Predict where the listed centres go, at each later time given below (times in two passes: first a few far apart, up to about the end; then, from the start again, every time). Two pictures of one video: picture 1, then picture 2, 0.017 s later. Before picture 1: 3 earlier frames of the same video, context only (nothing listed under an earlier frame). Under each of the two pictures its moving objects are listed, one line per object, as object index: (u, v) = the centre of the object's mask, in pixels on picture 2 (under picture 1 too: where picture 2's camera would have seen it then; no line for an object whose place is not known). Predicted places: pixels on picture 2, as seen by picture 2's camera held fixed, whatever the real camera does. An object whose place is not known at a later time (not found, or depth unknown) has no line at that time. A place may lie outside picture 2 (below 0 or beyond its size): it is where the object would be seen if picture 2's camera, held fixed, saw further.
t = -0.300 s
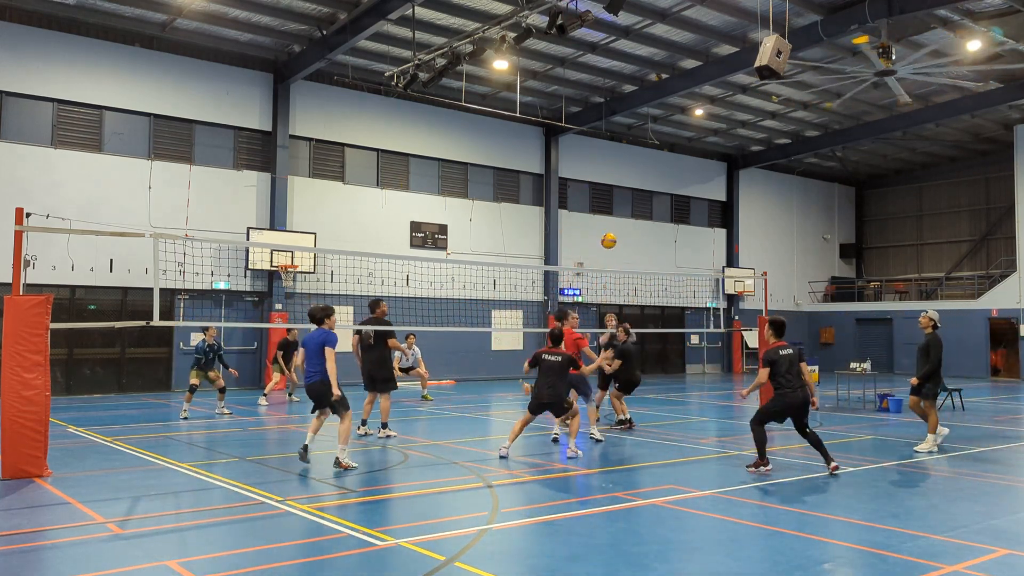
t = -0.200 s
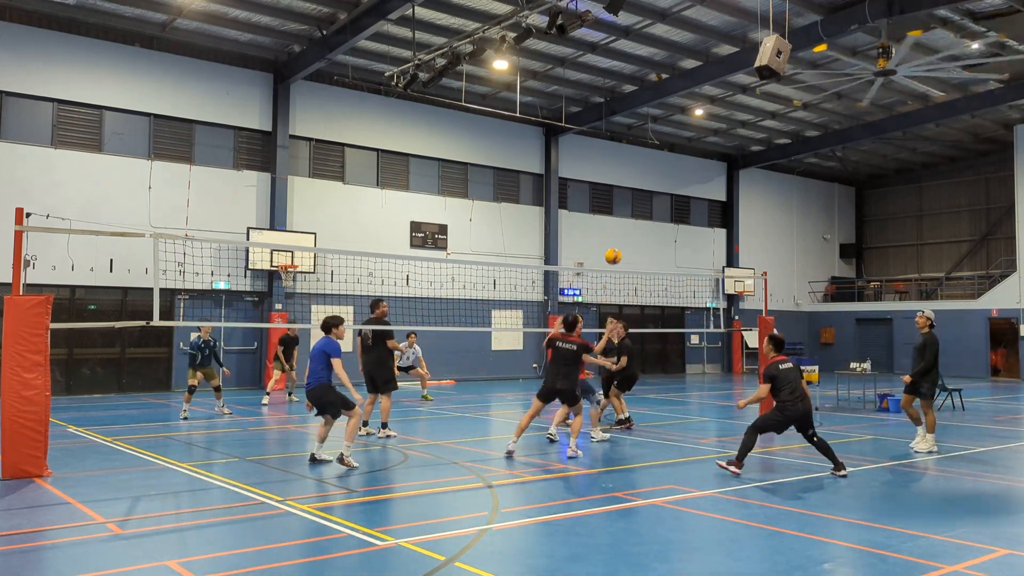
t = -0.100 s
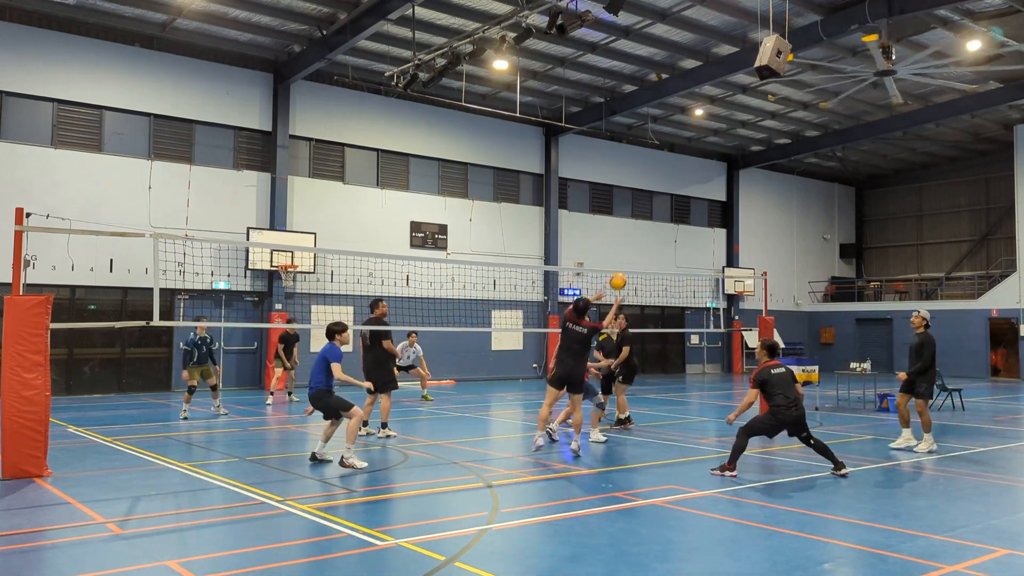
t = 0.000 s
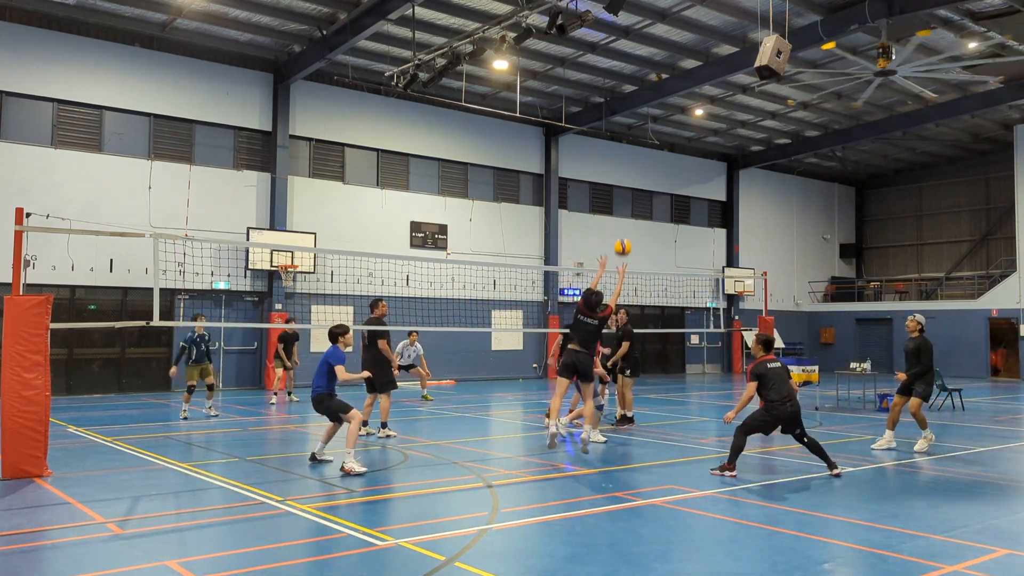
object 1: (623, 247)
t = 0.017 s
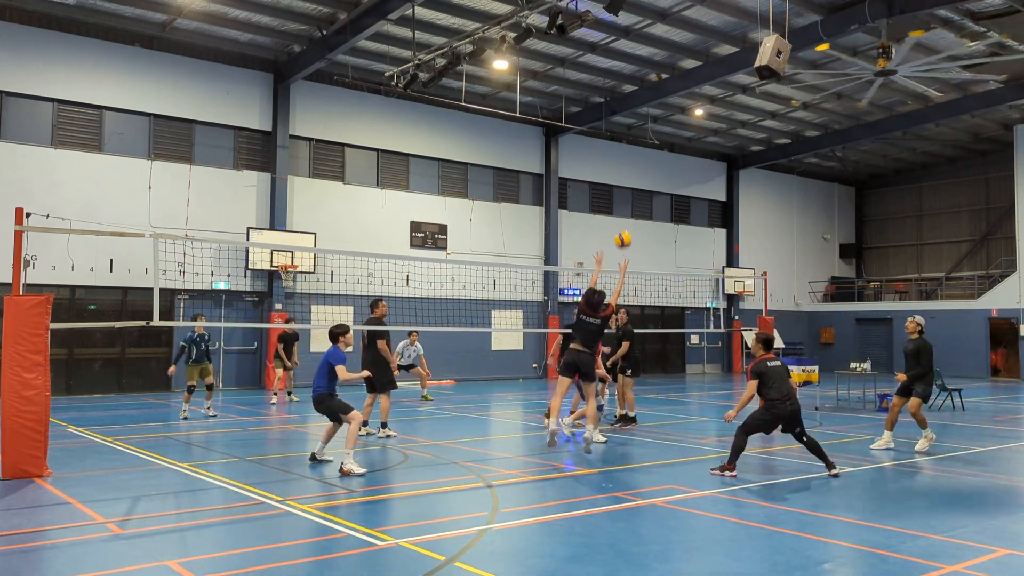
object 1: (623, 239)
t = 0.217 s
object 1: (629, 162)
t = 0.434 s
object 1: (635, 116)
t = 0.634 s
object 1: (640, 107)
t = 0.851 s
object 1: (645, 130)
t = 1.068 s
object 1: (650, 189)
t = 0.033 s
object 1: (624, 232)
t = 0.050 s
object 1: (624, 224)
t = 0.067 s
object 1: (625, 217)
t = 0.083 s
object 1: (625, 210)
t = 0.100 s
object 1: (626, 203)
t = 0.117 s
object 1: (626, 197)
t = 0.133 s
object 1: (627, 191)
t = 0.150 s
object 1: (627, 184)
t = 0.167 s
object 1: (628, 179)
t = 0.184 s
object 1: (628, 173)
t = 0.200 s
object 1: (629, 167)
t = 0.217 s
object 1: (629, 162)
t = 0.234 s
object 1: (630, 157)
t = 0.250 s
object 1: (630, 153)
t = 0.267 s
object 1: (630, 148)
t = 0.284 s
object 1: (631, 144)
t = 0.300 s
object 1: (631, 140)
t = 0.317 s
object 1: (632, 136)
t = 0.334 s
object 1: (632, 134)
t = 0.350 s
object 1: (633, 130)
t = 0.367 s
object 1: (633, 127)
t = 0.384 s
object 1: (634, 124)
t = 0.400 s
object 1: (634, 121)
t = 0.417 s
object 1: (634, 119)
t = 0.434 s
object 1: (635, 116)
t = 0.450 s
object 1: (635, 114)
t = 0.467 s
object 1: (636, 112)
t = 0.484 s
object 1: (636, 111)
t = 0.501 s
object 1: (637, 110)
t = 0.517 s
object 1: (637, 108)
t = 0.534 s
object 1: (637, 108)
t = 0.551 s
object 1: (638, 107)
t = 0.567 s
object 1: (638, 107)
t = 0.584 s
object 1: (638, 106)
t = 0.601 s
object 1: (639, 106)
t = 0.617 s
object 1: (639, 106)
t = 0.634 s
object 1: (640, 107)
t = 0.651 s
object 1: (640, 107)
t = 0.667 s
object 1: (640, 108)
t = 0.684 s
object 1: (641, 109)
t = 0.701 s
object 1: (641, 110)
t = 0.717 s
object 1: (641, 112)
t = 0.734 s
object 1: (642, 113)
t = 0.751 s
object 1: (642, 115)
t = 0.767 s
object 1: (643, 117)
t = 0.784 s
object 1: (643, 119)
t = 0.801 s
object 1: (643, 122)
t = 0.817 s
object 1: (644, 124)
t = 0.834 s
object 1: (644, 127)
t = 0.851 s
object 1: (645, 130)
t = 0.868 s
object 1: (645, 133)
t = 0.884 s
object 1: (645, 137)
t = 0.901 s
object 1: (646, 141)
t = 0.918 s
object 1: (646, 144)
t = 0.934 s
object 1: (647, 149)
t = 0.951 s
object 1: (647, 153)
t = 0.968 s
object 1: (648, 158)
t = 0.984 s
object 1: (648, 162)
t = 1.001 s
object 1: (649, 167)
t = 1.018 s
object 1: (649, 172)
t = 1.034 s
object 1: (649, 178)
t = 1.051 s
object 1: (650, 184)
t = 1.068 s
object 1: (650, 189)
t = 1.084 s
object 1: (651, 195)
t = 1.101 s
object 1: (651, 201)
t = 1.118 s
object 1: (651, 208)
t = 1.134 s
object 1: (652, 214)
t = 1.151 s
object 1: (652, 221)
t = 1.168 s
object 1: (653, 228)
